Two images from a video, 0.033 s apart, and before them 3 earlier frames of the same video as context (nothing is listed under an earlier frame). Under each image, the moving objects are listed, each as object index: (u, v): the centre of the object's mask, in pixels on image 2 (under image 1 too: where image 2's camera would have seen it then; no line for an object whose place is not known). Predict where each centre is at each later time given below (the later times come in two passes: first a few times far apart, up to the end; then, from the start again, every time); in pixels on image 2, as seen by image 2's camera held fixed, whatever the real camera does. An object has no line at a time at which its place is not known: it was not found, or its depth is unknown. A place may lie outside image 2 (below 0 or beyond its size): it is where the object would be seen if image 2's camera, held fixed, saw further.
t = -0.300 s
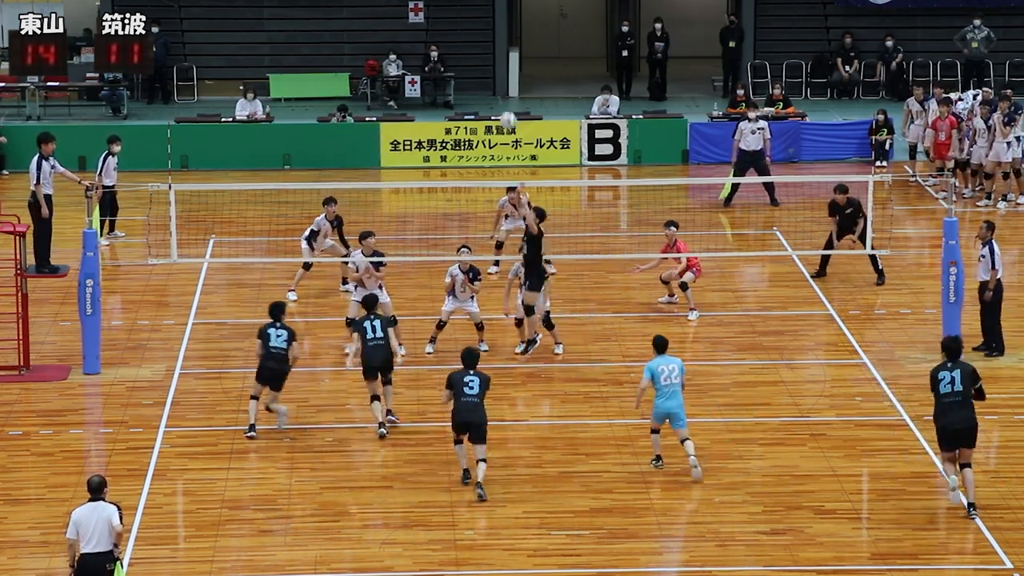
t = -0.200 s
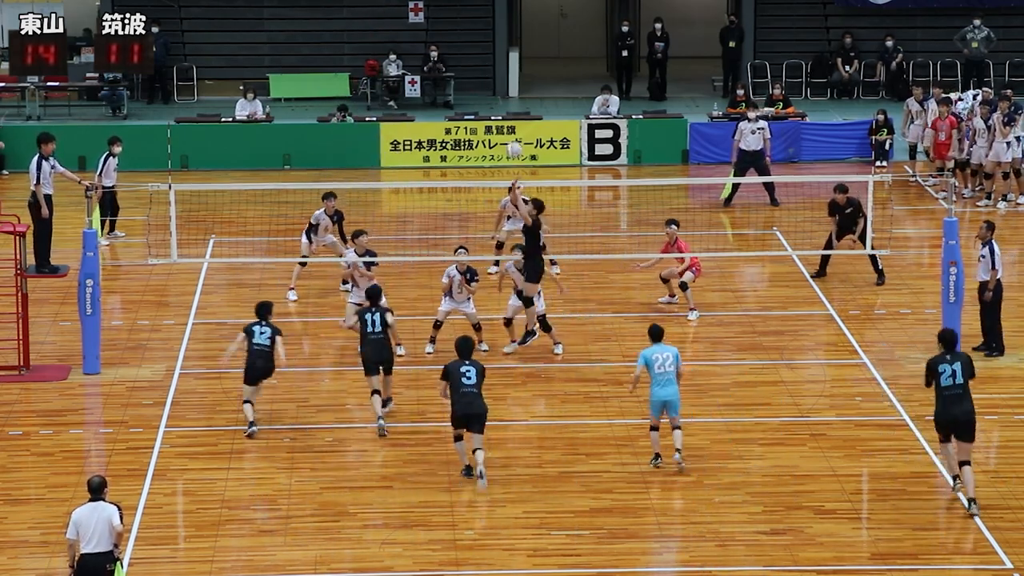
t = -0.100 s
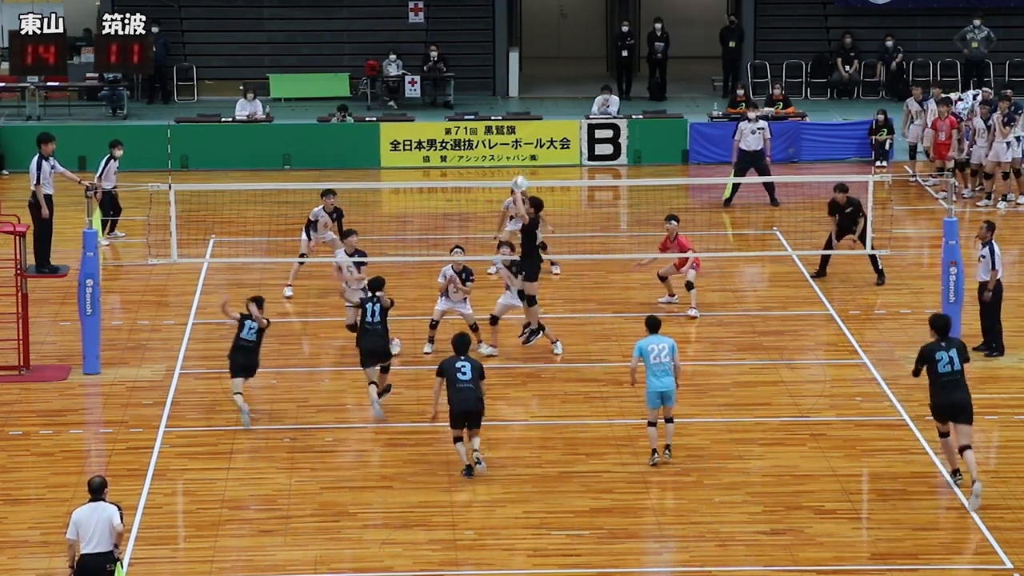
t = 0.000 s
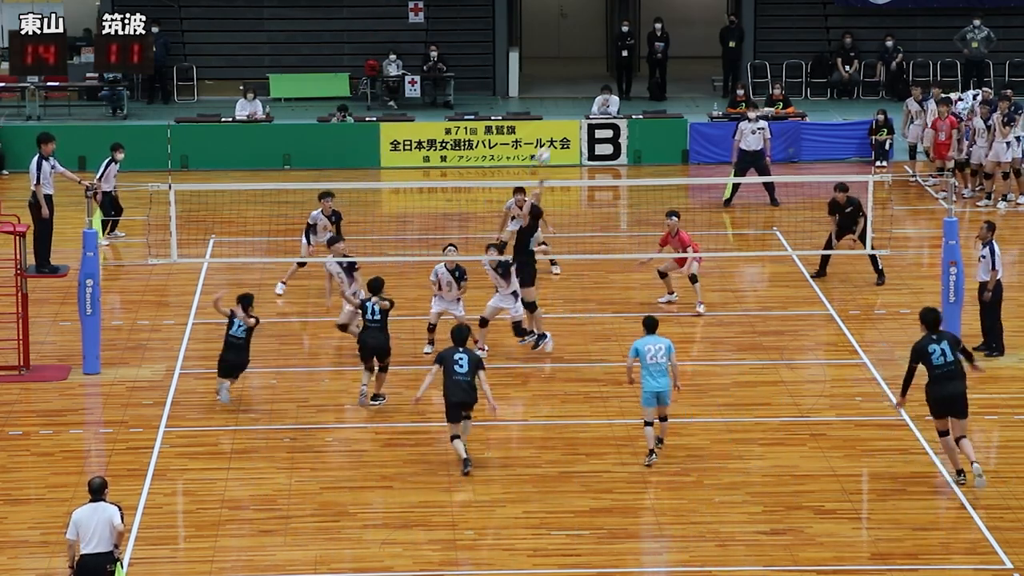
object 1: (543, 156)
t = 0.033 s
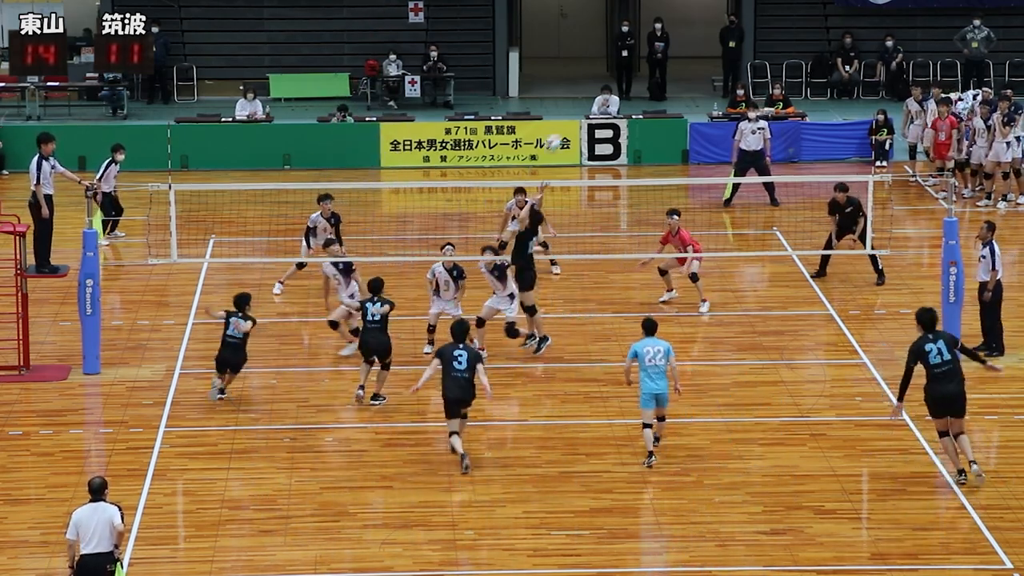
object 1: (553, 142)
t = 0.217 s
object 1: (607, 86)
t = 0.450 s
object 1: (676, 53)
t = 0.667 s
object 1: (738, 59)
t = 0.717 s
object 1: (752, 66)
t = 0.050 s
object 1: (558, 137)
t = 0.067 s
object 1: (563, 130)
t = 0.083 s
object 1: (568, 124)
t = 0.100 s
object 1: (573, 118)
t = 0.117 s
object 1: (578, 112)
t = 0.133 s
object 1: (582, 108)
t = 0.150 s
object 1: (587, 103)
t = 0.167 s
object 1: (593, 99)
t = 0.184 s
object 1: (597, 94)
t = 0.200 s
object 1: (603, 90)
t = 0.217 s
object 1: (607, 86)
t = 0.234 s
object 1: (612, 82)
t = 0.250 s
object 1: (617, 79)
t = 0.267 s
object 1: (622, 76)
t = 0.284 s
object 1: (627, 73)
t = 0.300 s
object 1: (632, 70)
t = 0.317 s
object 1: (637, 67)
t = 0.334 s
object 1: (641, 65)
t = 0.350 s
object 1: (646, 62)
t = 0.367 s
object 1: (651, 60)
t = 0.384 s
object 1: (656, 58)
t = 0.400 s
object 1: (661, 57)
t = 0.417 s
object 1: (666, 55)
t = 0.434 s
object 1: (671, 54)
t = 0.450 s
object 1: (676, 53)
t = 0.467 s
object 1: (680, 52)
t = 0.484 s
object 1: (685, 51)
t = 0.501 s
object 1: (690, 51)
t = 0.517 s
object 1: (694, 51)
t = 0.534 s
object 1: (700, 51)
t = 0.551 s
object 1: (704, 51)
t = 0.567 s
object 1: (709, 52)
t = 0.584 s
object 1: (714, 53)
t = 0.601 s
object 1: (719, 54)
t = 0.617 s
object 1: (723, 55)
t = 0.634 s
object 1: (728, 56)
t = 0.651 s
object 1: (733, 57)
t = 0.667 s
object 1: (738, 59)
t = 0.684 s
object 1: (742, 61)
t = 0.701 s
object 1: (747, 63)
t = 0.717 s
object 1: (752, 66)
